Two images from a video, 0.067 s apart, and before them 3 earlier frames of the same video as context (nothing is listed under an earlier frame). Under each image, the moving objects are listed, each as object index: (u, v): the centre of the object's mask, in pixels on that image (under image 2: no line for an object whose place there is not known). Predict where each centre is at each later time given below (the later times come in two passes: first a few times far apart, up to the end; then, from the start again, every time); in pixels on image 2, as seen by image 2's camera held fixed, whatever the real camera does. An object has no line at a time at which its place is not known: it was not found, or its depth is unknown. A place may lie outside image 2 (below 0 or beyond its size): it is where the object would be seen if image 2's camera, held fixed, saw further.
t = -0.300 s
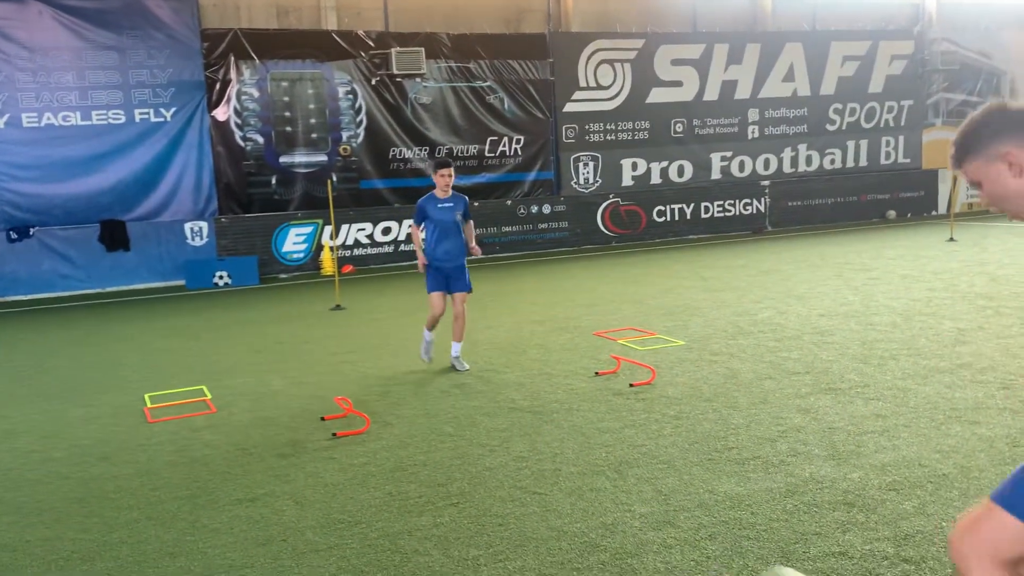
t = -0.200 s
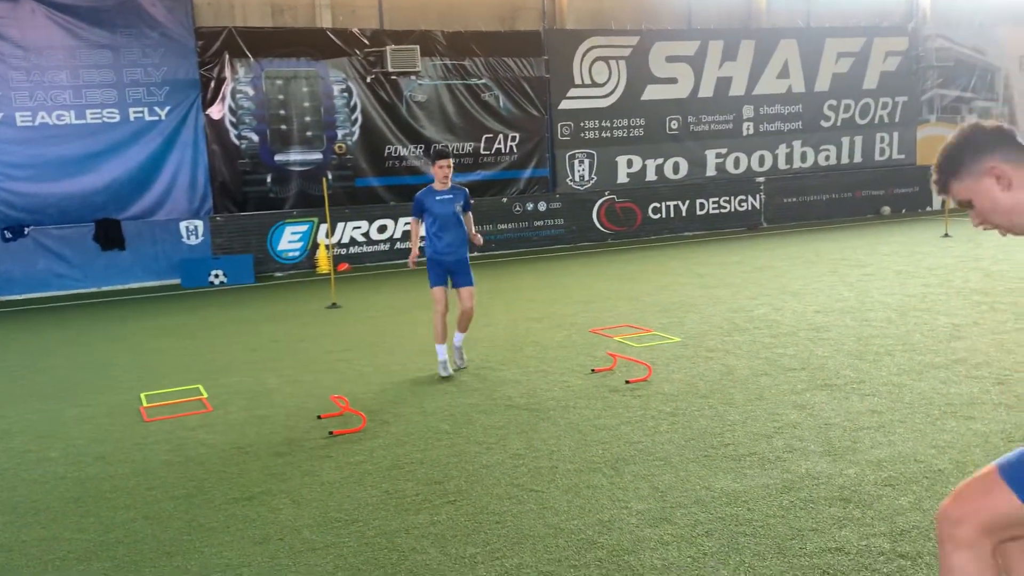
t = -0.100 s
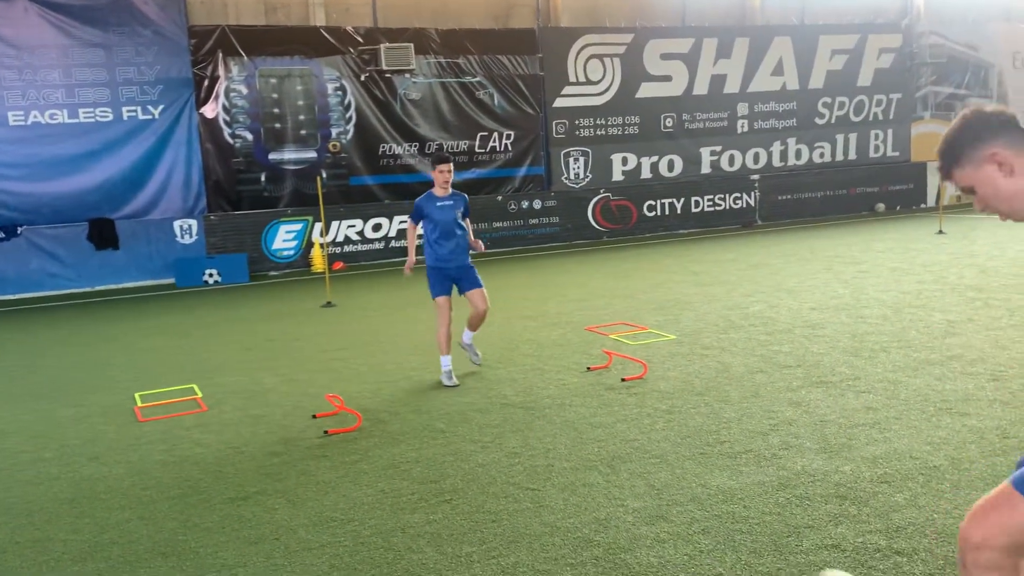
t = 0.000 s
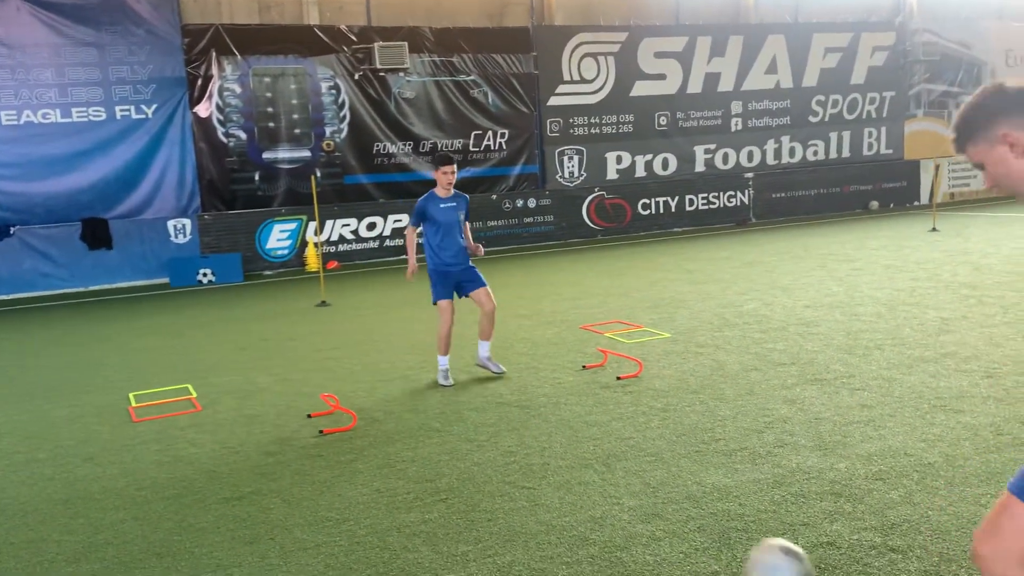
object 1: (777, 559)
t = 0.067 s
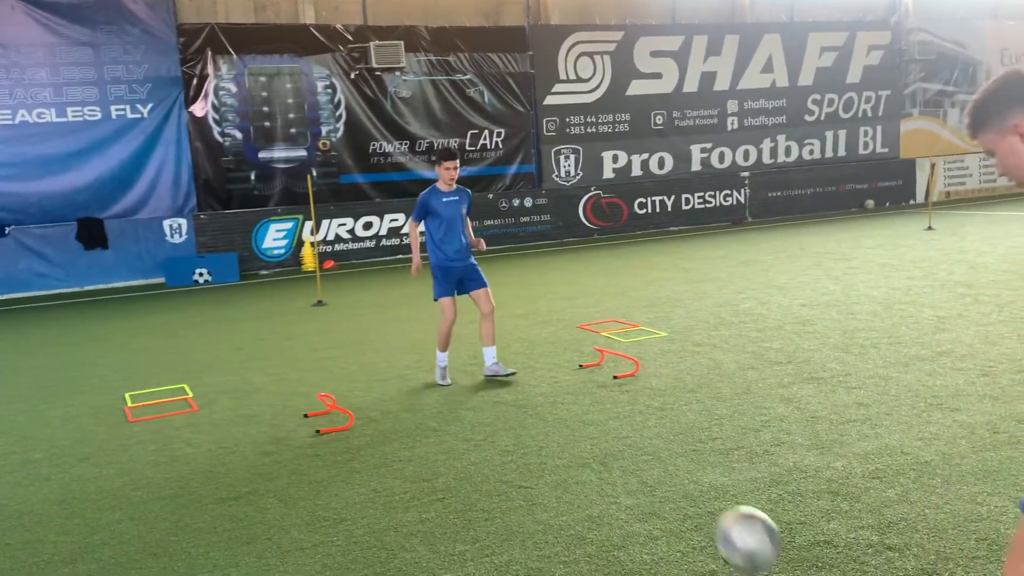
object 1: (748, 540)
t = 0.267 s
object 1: (684, 484)
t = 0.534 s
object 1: (628, 434)
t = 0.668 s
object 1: (610, 413)
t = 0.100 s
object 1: (735, 527)
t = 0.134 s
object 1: (724, 520)
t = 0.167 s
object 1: (713, 515)
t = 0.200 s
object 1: (701, 505)
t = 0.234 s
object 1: (692, 493)
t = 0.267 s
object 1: (684, 484)
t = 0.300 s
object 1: (675, 478)
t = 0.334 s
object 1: (667, 471)
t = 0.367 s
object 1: (660, 463)
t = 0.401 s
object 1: (652, 456)
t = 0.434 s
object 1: (645, 452)
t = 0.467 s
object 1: (639, 444)
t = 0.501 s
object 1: (634, 439)
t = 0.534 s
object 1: (628, 434)
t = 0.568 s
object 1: (623, 427)
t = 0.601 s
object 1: (619, 424)
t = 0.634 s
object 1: (614, 418)
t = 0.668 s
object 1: (610, 413)
